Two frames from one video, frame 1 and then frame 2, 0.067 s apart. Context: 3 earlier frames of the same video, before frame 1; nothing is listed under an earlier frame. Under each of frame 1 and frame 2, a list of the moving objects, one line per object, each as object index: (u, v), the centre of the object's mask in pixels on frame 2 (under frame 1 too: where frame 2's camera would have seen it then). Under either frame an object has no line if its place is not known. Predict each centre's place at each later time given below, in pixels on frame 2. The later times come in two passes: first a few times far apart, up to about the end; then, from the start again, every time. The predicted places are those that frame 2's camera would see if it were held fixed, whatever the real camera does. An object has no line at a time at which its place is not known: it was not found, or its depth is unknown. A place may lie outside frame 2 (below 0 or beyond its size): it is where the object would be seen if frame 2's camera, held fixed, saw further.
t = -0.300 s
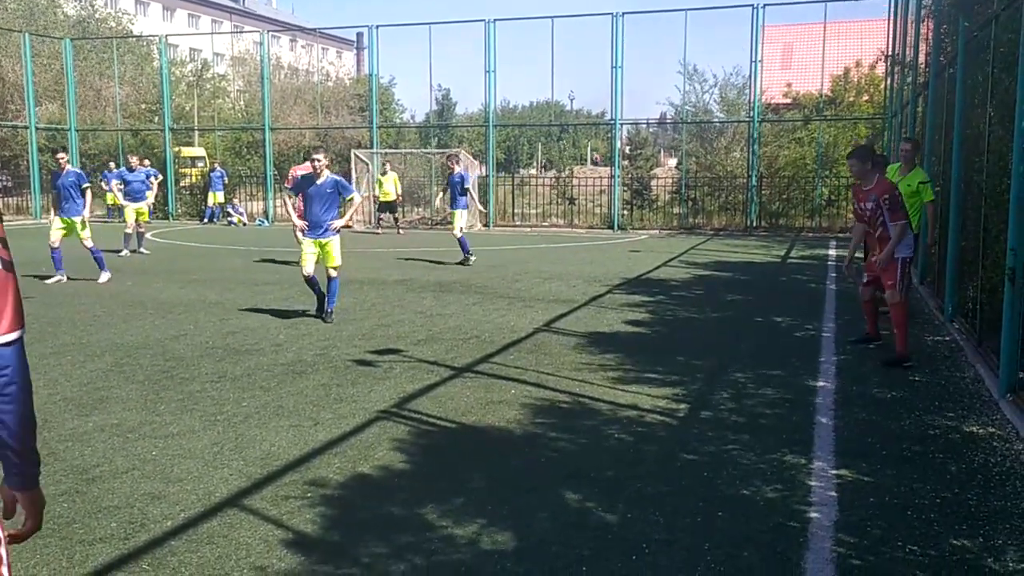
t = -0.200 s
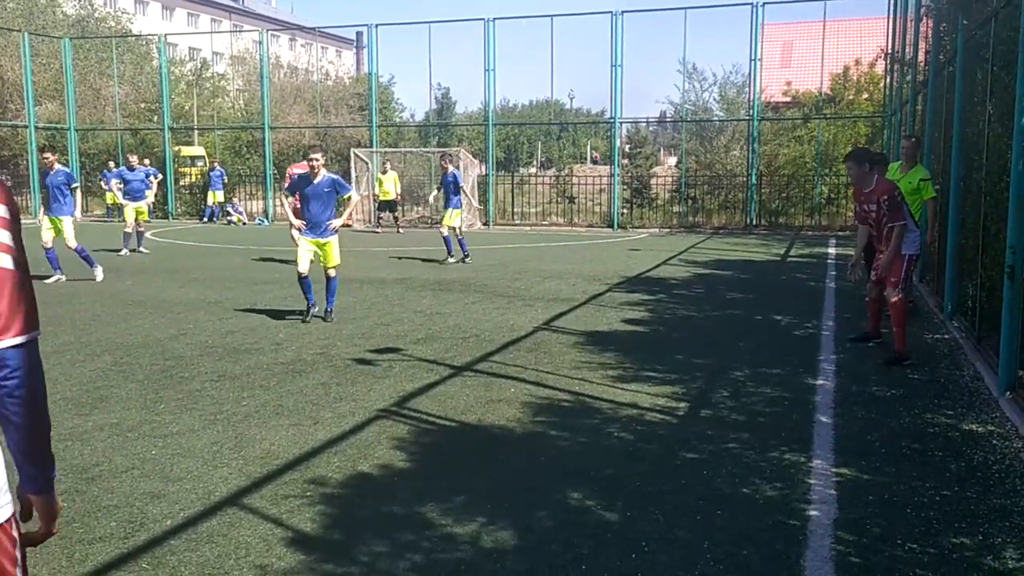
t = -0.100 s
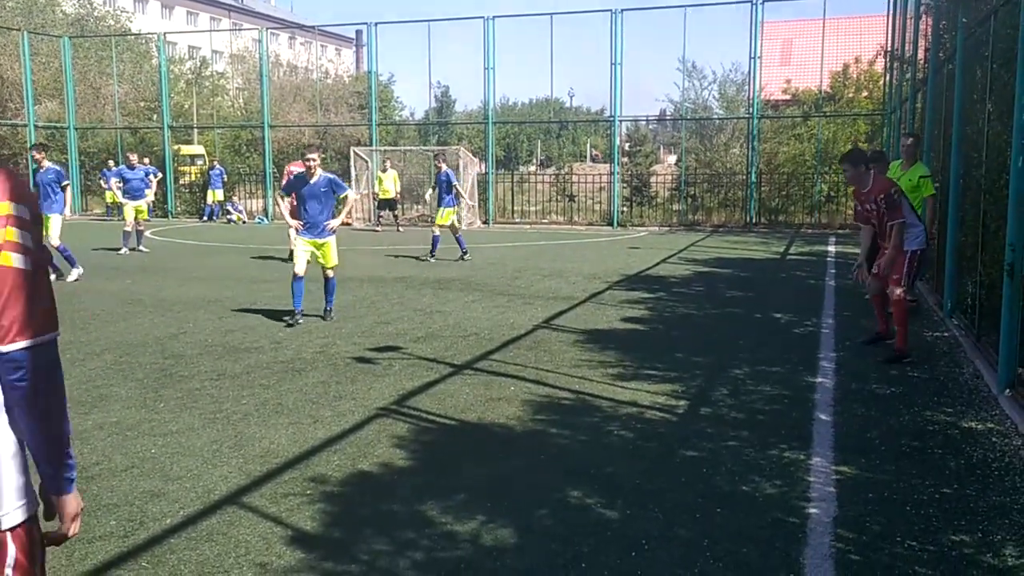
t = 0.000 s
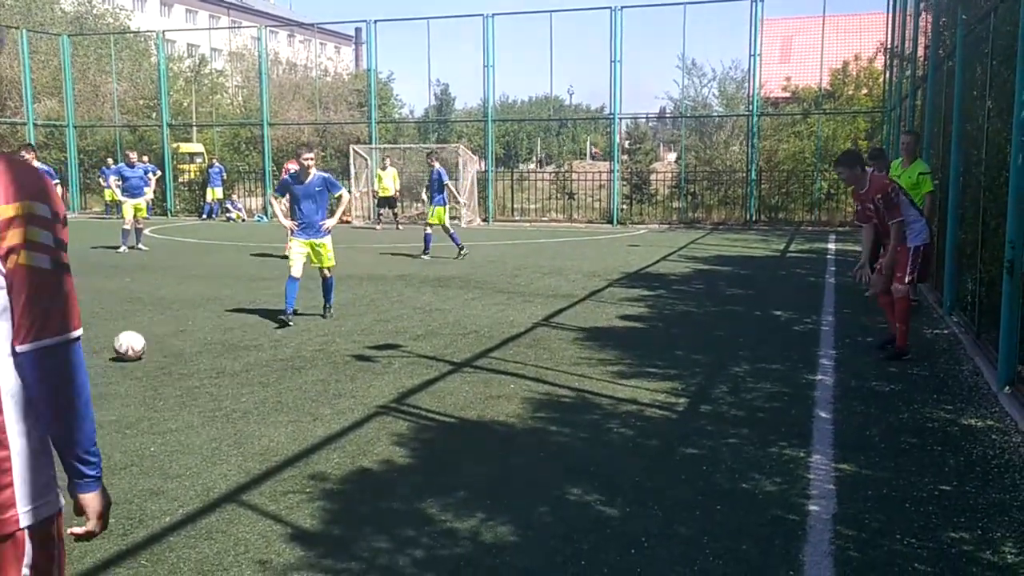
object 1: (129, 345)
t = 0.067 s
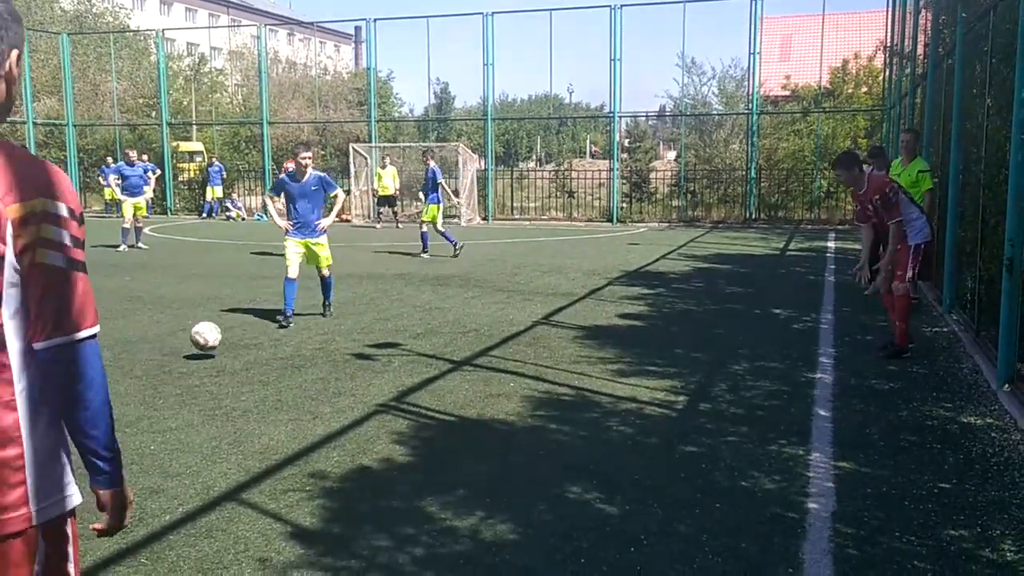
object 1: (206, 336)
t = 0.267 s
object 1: (429, 340)
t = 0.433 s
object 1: (612, 337)
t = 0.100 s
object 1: (244, 335)
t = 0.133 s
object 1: (282, 335)
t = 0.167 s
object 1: (319, 336)
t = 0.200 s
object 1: (357, 340)
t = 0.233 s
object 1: (395, 344)
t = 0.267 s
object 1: (429, 340)
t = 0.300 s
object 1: (467, 336)
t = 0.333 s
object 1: (504, 335)
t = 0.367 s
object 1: (540, 334)
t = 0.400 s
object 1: (576, 335)
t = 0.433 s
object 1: (612, 337)
